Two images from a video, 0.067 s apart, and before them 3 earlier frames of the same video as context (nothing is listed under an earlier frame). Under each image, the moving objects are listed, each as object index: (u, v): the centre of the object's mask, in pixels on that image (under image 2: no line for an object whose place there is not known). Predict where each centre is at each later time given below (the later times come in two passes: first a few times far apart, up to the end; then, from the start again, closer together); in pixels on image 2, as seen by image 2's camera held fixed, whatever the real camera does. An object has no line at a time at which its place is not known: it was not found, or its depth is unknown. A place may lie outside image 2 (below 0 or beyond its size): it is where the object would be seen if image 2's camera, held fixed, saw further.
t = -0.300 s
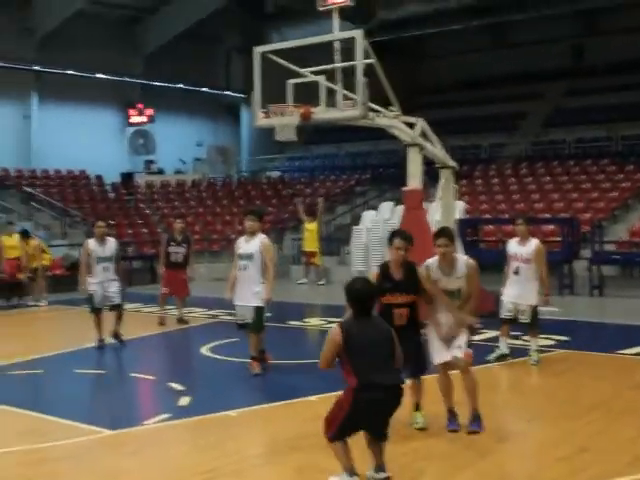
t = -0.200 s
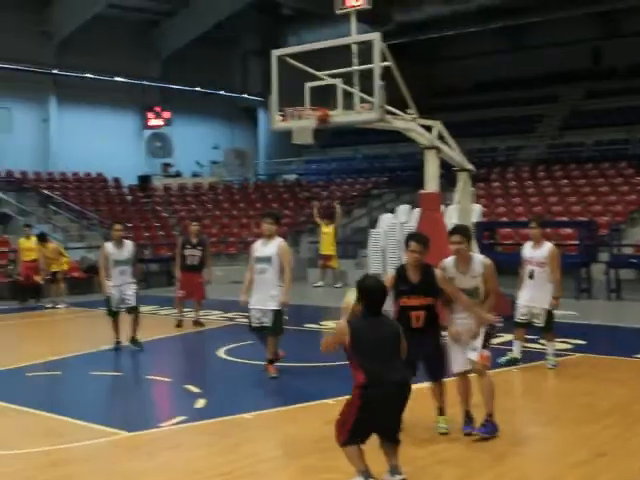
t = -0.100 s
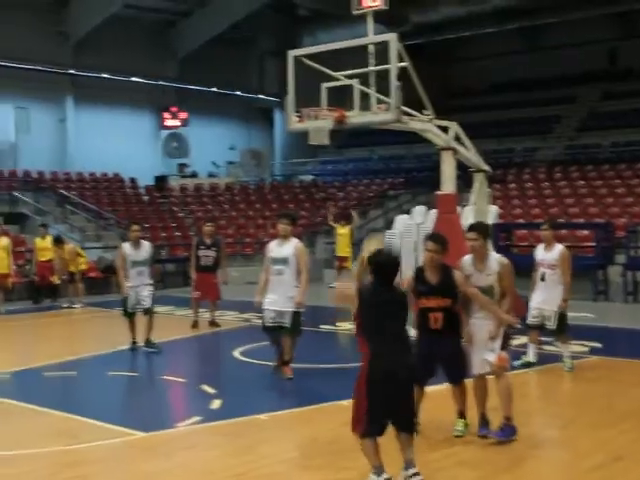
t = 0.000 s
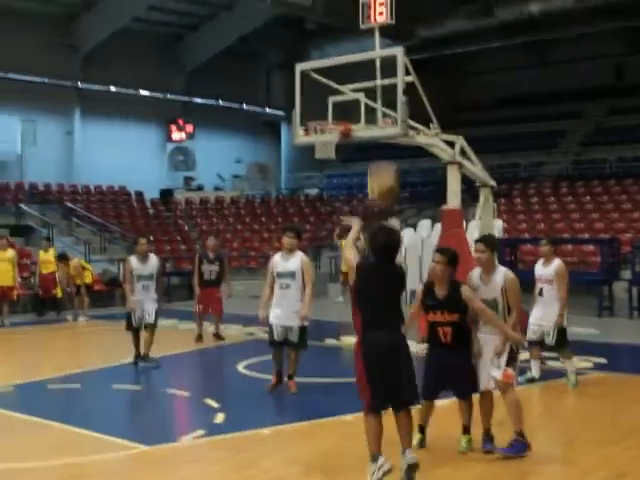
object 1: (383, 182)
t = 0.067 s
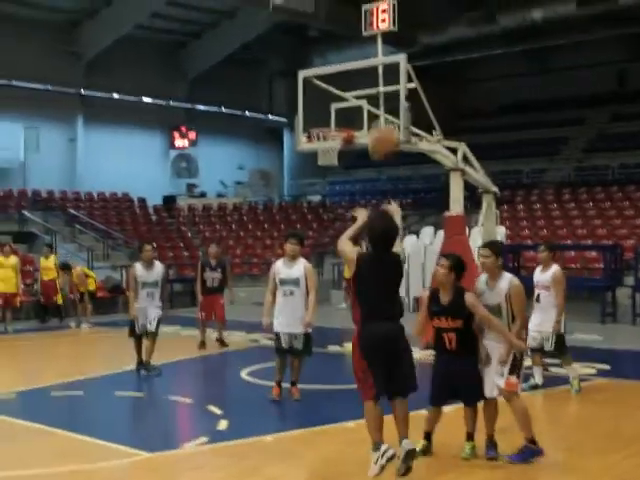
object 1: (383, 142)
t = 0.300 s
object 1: (380, 34)
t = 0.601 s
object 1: (377, 5)
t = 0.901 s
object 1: (376, 59)
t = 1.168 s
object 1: (359, 143)
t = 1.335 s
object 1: (315, 203)
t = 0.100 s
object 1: (383, 116)
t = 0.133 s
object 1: (382, 99)
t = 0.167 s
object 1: (382, 81)
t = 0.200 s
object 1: (381, 67)
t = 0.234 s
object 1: (382, 52)
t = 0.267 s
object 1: (381, 41)
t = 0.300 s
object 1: (380, 34)
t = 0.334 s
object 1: (381, 26)
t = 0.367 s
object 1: (381, 17)
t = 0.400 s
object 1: (379, 10)
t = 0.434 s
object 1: (379, 7)
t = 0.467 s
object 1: (378, 5)
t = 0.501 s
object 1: (378, 3)
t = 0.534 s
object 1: (378, 3)
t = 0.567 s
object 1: (377, 3)
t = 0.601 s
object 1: (377, 5)
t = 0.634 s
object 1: (376, 7)
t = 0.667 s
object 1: (376, 10)
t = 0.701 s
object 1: (375, 17)
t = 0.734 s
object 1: (374, 23)
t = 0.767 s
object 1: (376, 29)
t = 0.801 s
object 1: (377, 35)
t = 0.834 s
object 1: (377, 41)
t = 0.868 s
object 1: (376, 50)
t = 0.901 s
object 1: (376, 59)
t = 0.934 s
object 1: (375, 72)
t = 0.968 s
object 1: (375, 78)
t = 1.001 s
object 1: (375, 91)
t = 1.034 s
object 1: (376, 102)
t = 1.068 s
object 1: (376, 114)
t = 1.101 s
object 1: (377, 128)
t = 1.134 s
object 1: (368, 134)
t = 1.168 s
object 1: (359, 143)
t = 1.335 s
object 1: (315, 203)
